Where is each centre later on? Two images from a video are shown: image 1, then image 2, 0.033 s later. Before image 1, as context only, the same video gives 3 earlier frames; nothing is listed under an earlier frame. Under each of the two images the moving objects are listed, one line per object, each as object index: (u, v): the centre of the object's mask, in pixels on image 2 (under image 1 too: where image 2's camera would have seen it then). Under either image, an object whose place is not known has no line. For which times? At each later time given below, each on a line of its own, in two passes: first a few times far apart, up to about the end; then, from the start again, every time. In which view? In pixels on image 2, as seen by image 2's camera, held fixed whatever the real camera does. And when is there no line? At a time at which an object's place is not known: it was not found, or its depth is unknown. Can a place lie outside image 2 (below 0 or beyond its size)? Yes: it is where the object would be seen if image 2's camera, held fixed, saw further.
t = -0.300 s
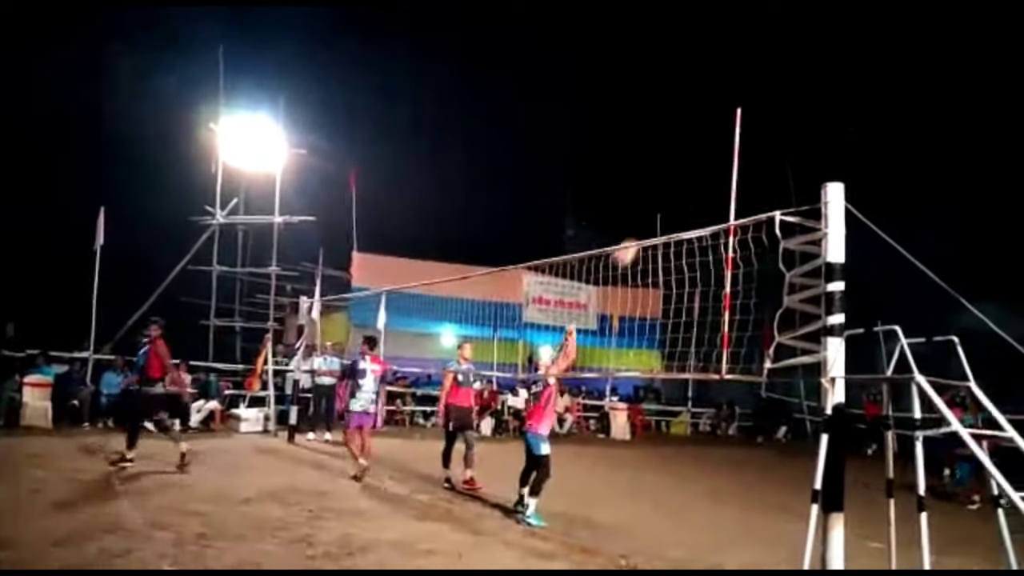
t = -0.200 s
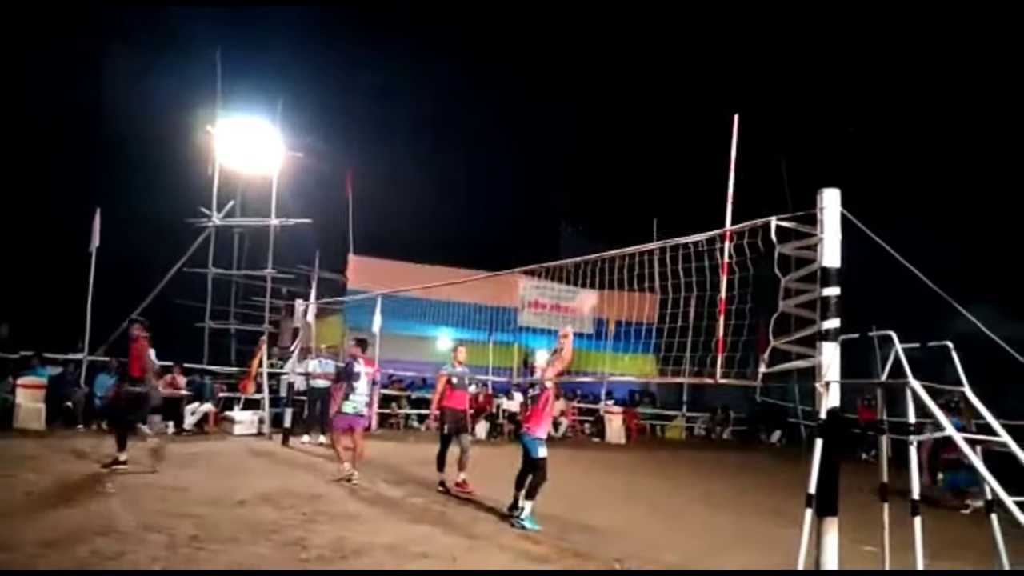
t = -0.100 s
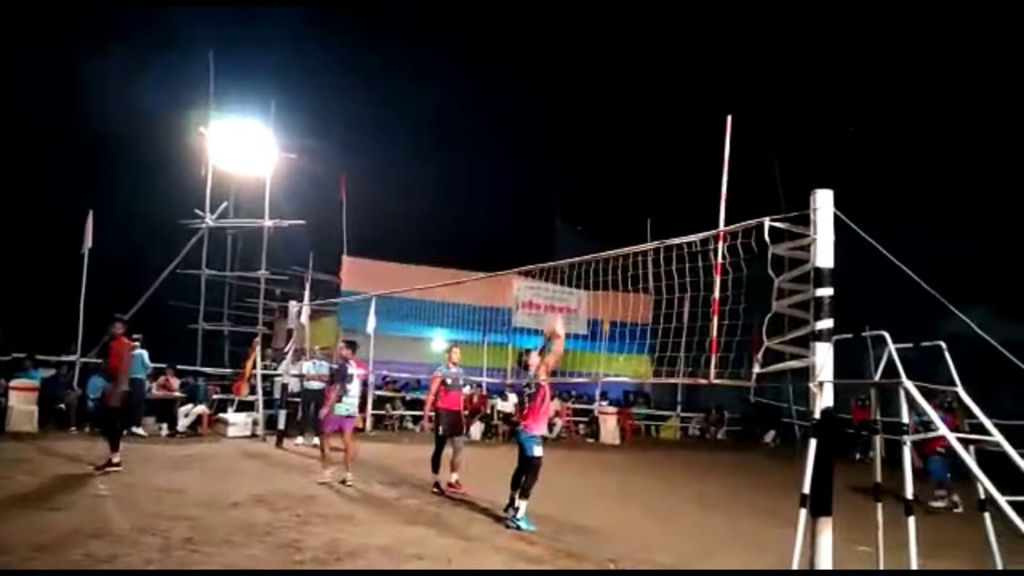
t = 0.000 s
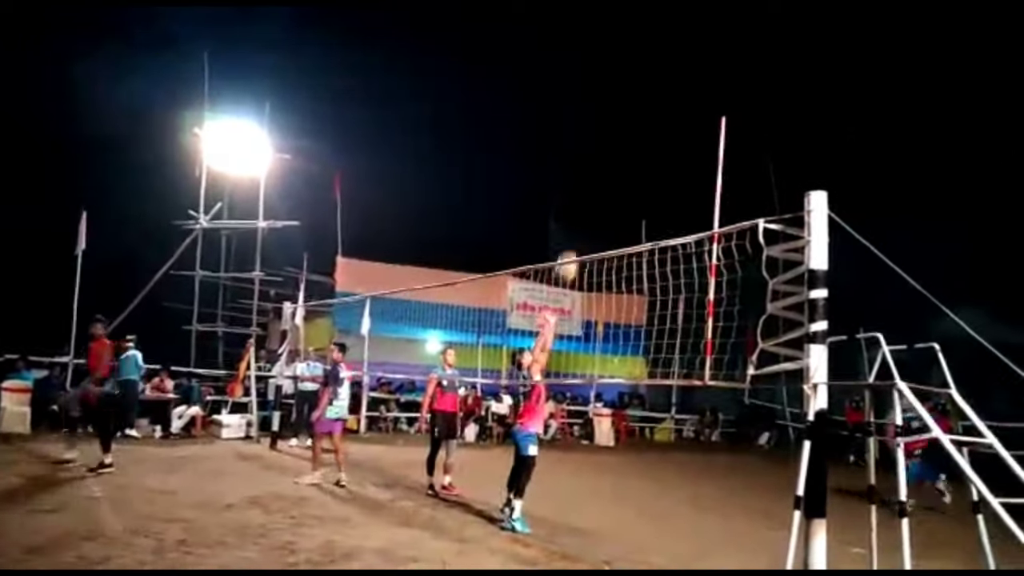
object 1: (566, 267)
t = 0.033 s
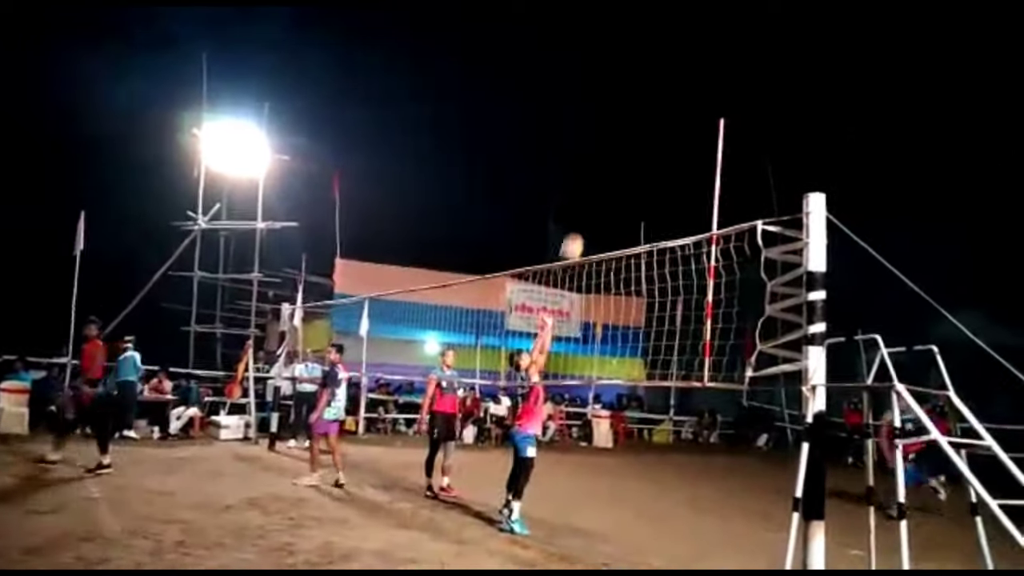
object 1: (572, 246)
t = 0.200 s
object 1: (601, 170)
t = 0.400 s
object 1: (634, 112)
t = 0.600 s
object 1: (664, 93)
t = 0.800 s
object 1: (690, 109)
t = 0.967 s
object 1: (708, 150)
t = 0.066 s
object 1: (578, 231)
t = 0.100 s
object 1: (584, 214)
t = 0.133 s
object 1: (590, 198)
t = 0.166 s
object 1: (595, 183)
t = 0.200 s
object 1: (601, 170)
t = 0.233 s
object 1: (607, 157)
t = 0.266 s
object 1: (612, 146)
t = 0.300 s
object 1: (618, 136)
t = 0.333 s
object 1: (624, 127)
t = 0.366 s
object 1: (629, 119)
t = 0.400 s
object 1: (634, 112)
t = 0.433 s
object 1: (639, 106)
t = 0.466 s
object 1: (645, 102)
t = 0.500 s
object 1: (649, 97)
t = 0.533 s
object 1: (653, 95)
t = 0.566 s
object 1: (658, 93)
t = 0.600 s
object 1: (664, 93)
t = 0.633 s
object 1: (669, 93)
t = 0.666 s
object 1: (672, 94)
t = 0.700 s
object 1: (677, 96)
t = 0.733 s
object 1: (681, 99)
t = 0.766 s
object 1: (685, 104)
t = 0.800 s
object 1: (690, 109)
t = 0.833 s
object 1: (694, 116)
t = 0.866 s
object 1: (698, 123)
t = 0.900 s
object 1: (702, 131)
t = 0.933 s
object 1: (706, 140)
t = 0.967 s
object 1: (708, 150)
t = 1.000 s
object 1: (714, 162)
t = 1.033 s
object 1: (719, 174)
